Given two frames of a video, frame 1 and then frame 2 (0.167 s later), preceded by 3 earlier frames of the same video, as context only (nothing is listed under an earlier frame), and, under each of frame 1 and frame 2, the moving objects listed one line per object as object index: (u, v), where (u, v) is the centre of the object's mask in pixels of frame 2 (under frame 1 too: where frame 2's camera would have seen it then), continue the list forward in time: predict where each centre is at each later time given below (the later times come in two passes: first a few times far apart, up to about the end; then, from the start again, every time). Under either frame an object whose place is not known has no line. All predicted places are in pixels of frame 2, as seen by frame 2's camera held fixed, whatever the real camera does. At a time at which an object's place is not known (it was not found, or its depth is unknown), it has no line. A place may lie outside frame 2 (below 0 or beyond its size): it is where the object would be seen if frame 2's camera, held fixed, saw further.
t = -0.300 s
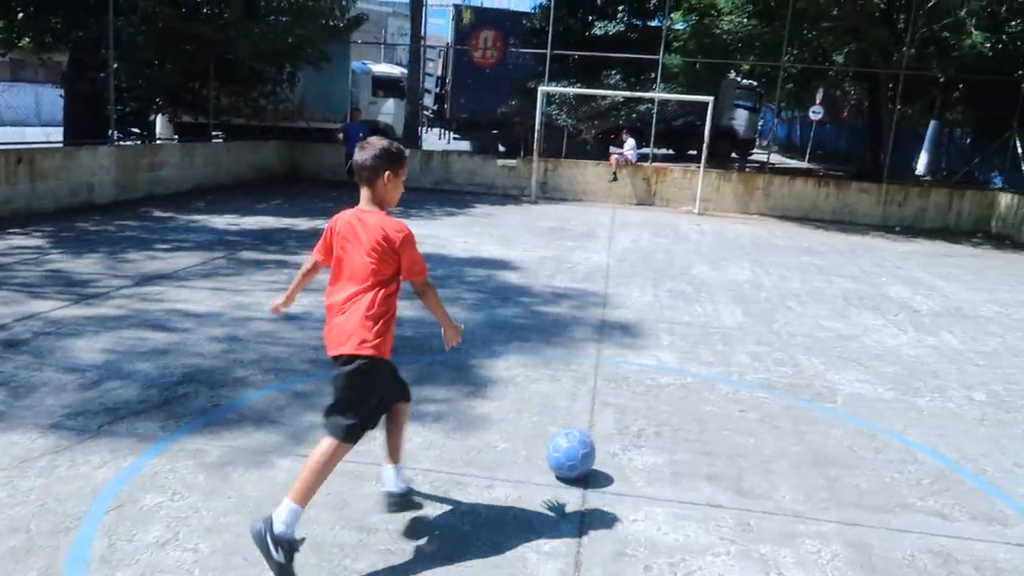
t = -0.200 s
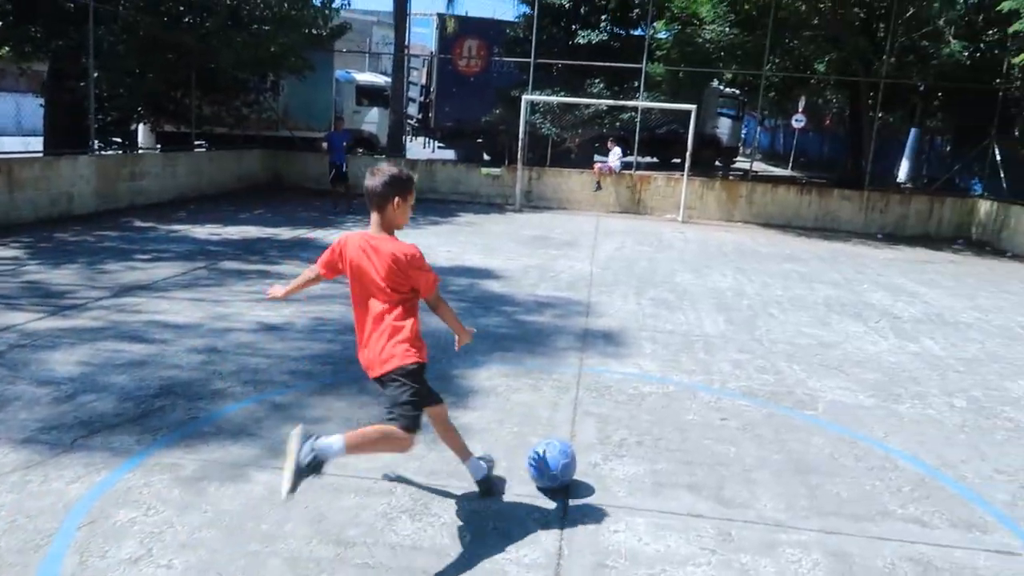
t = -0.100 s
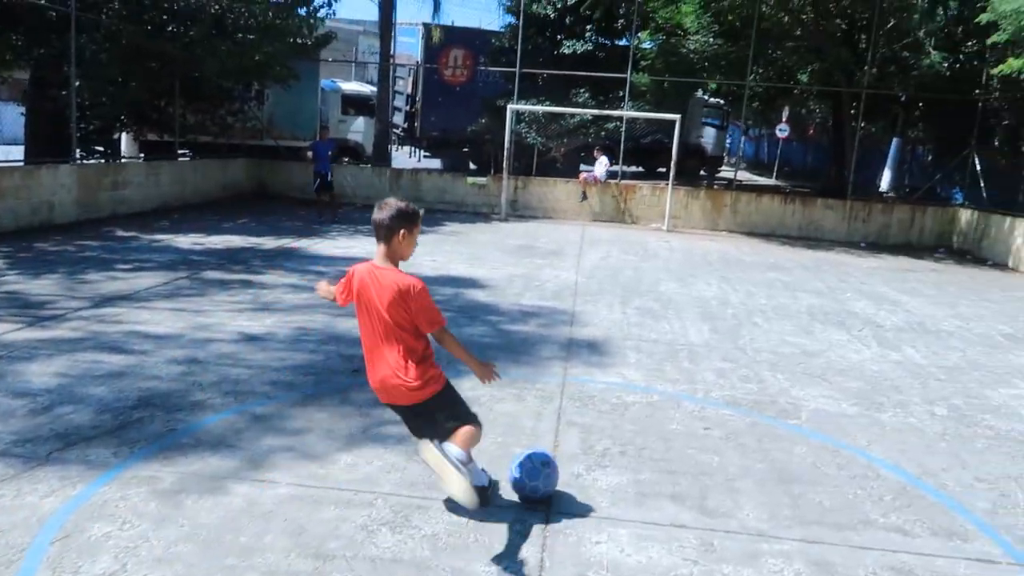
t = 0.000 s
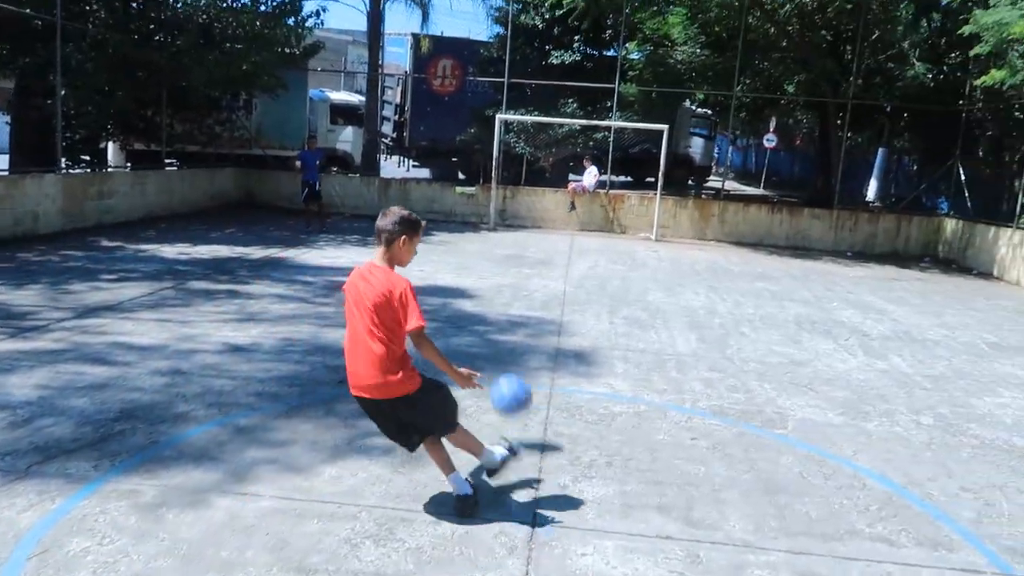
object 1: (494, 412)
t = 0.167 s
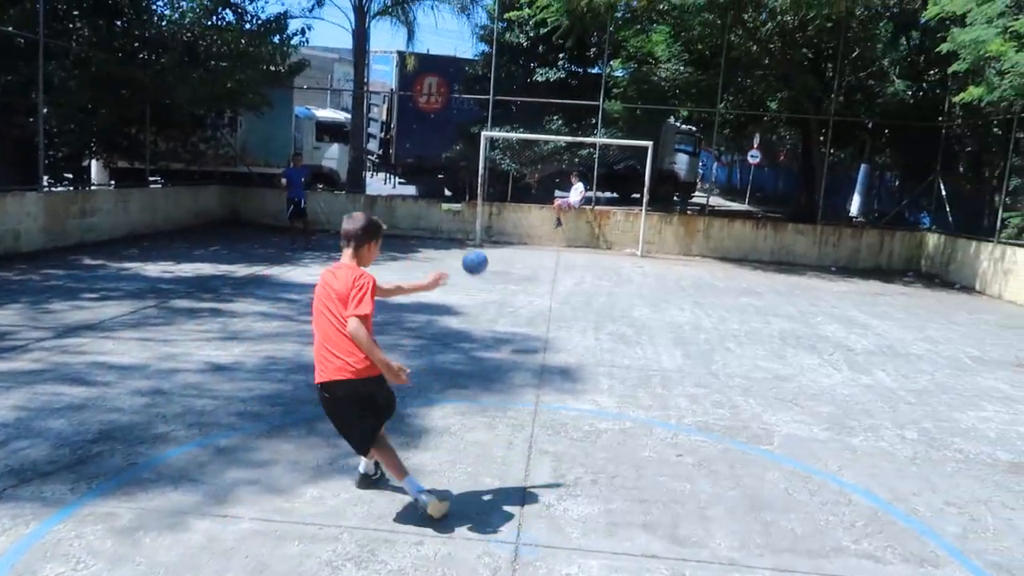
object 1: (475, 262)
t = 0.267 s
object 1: (464, 226)
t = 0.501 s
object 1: (448, 201)
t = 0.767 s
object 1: (432, 216)
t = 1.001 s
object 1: (392, 234)
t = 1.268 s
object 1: (351, 230)
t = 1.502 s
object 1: (304, 249)
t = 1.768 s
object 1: (241, 254)
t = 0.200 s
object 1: (471, 247)
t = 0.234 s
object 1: (467, 235)
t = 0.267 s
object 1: (464, 226)
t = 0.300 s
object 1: (462, 219)
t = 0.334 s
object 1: (459, 213)
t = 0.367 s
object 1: (456, 208)
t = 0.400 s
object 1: (455, 206)
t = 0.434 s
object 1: (452, 204)
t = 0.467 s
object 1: (450, 203)
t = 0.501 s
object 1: (448, 201)
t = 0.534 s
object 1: (446, 202)
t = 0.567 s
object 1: (443, 202)
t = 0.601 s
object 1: (442, 203)
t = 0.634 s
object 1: (439, 205)
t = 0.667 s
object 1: (437, 207)
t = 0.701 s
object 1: (436, 209)
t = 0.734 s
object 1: (434, 212)
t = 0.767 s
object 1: (432, 216)
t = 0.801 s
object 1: (429, 219)
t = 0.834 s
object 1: (423, 223)
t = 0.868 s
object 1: (415, 227)
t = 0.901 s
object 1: (408, 232)
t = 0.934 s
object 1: (400, 237)
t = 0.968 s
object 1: (396, 236)
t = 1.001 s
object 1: (392, 234)
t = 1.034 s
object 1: (388, 230)
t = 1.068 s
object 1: (384, 229)
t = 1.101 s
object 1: (378, 228)
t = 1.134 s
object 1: (372, 227)
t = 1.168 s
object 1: (367, 227)
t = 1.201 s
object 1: (361, 227)
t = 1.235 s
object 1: (357, 228)
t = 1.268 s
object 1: (351, 230)
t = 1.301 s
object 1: (344, 233)
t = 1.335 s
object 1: (338, 237)
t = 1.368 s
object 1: (331, 241)
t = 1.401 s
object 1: (324, 248)
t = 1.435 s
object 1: (318, 255)
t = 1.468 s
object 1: (311, 254)
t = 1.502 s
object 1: (304, 249)
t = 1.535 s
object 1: (297, 248)
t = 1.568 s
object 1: (290, 247)
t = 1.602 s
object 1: (283, 246)
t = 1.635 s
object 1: (275, 245)
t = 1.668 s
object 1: (266, 246)
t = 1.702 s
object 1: (258, 247)
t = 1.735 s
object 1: (249, 250)
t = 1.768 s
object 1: (241, 254)
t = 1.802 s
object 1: (230, 258)
